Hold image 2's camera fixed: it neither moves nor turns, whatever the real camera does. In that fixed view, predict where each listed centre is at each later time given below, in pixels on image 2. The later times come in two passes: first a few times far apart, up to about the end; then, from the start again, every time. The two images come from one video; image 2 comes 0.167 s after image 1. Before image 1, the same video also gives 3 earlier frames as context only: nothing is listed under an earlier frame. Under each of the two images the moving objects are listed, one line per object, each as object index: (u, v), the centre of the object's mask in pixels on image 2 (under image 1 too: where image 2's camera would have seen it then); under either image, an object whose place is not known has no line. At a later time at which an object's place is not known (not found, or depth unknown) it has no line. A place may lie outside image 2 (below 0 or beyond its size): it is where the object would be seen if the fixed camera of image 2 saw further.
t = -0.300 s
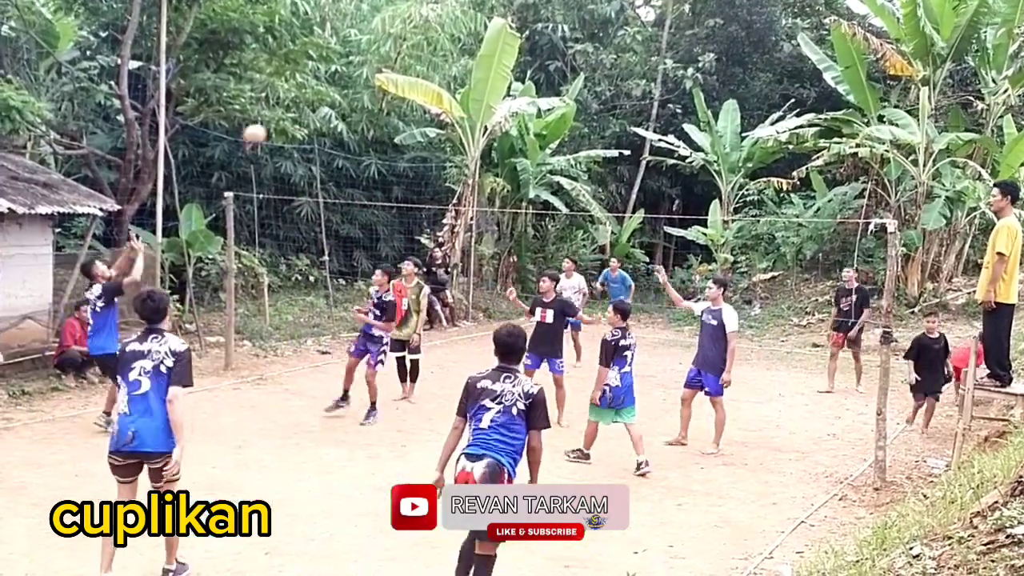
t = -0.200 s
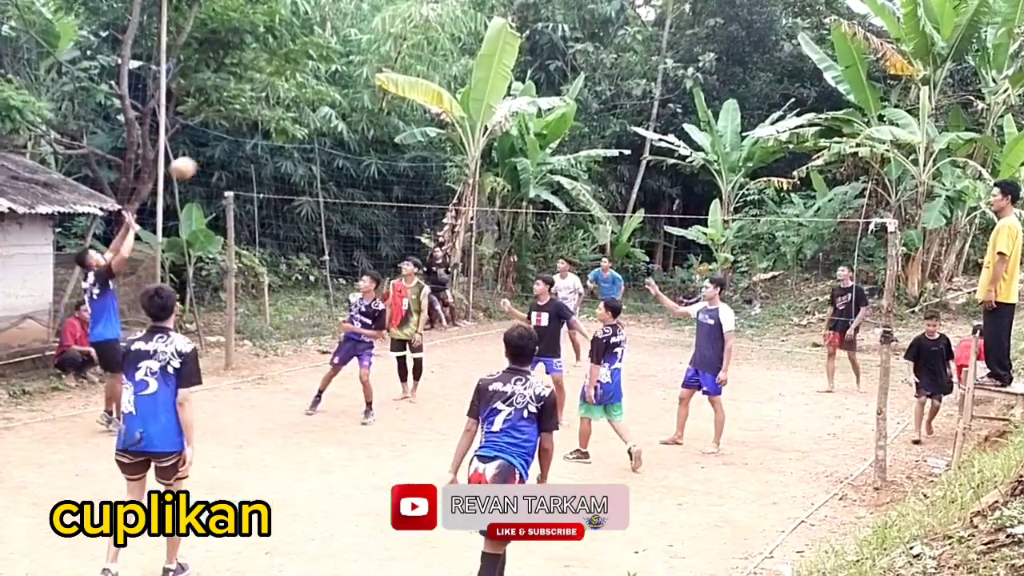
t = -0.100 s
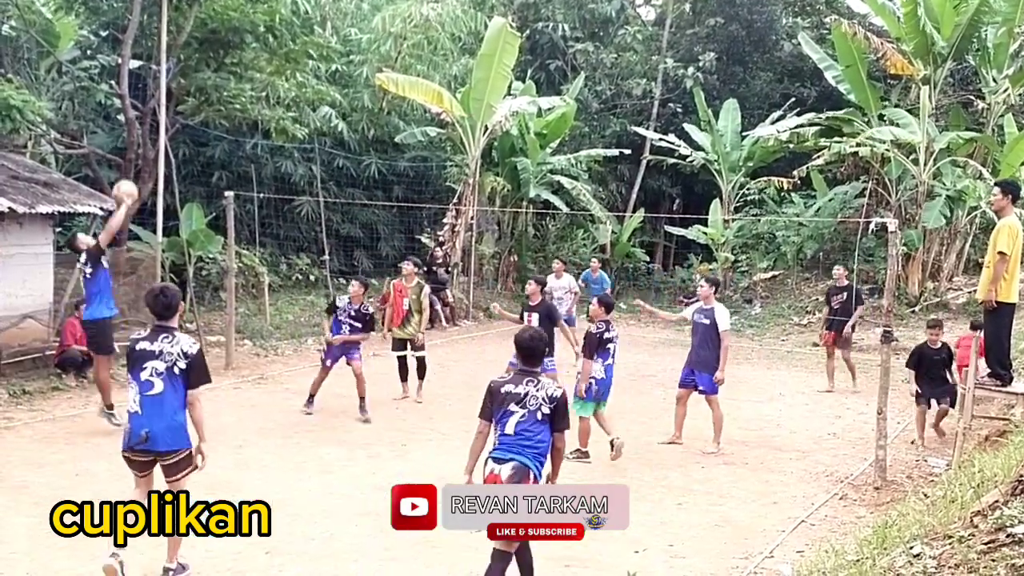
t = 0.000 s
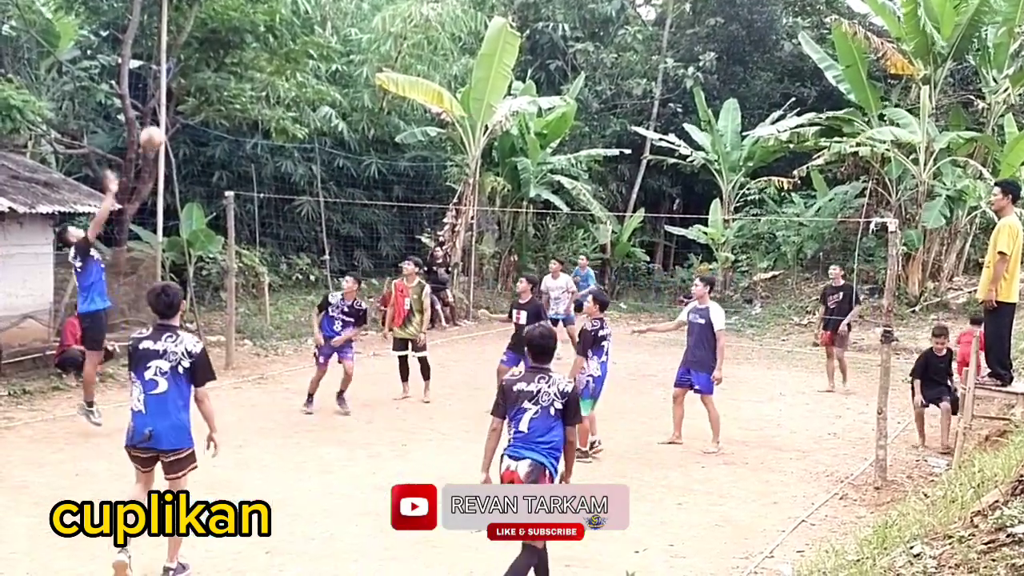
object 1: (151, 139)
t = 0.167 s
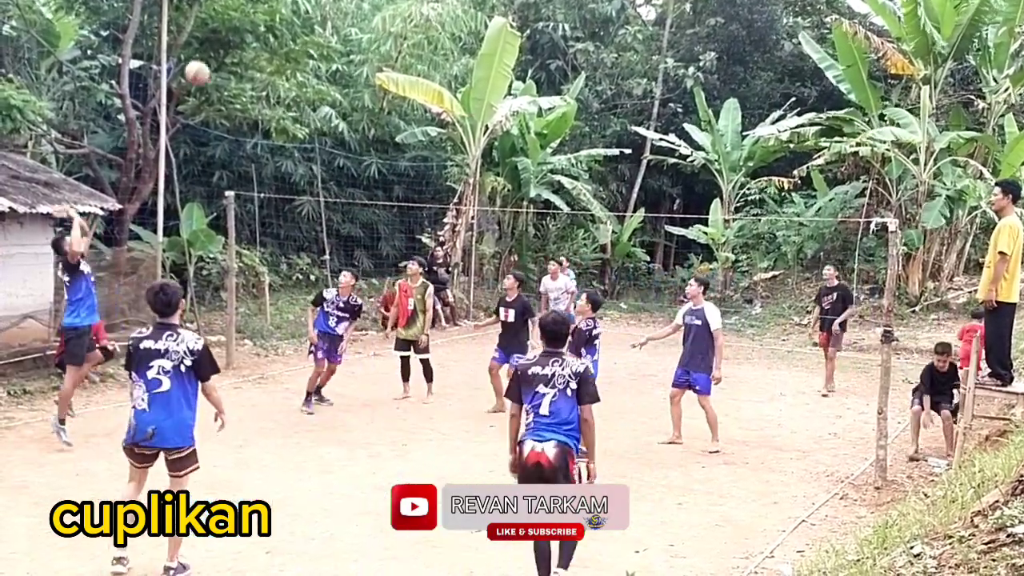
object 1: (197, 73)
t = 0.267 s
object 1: (222, 49)
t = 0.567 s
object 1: (295, 40)
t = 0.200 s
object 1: (205, 64)
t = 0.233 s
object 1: (214, 55)
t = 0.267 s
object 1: (222, 49)
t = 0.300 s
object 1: (230, 43)
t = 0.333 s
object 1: (239, 38)
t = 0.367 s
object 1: (247, 35)
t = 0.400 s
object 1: (255, 33)
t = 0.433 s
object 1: (264, 32)
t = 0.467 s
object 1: (272, 33)
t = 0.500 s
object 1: (280, 34)
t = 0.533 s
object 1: (287, 37)
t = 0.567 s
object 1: (295, 40)
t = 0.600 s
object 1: (303, 45)
